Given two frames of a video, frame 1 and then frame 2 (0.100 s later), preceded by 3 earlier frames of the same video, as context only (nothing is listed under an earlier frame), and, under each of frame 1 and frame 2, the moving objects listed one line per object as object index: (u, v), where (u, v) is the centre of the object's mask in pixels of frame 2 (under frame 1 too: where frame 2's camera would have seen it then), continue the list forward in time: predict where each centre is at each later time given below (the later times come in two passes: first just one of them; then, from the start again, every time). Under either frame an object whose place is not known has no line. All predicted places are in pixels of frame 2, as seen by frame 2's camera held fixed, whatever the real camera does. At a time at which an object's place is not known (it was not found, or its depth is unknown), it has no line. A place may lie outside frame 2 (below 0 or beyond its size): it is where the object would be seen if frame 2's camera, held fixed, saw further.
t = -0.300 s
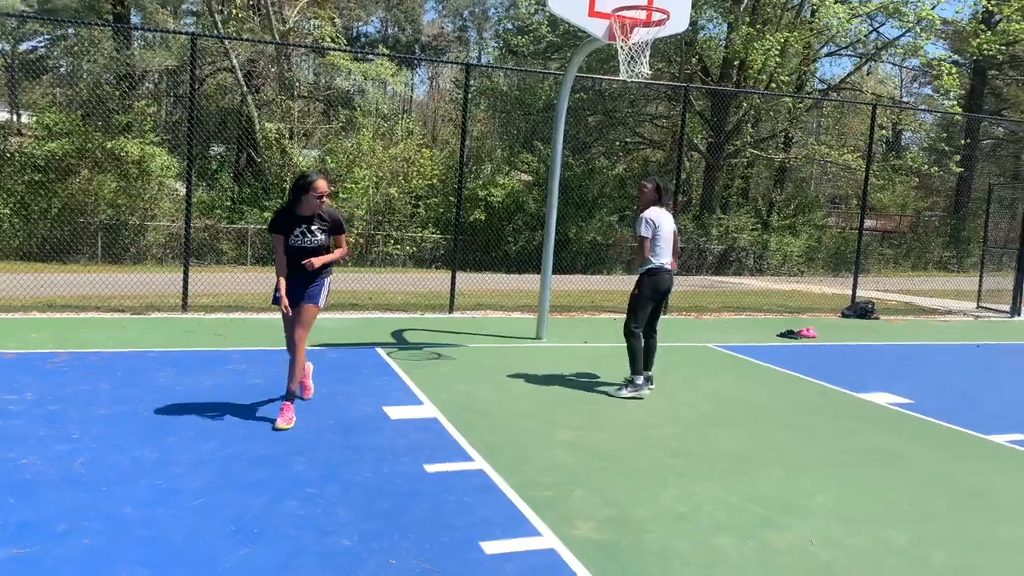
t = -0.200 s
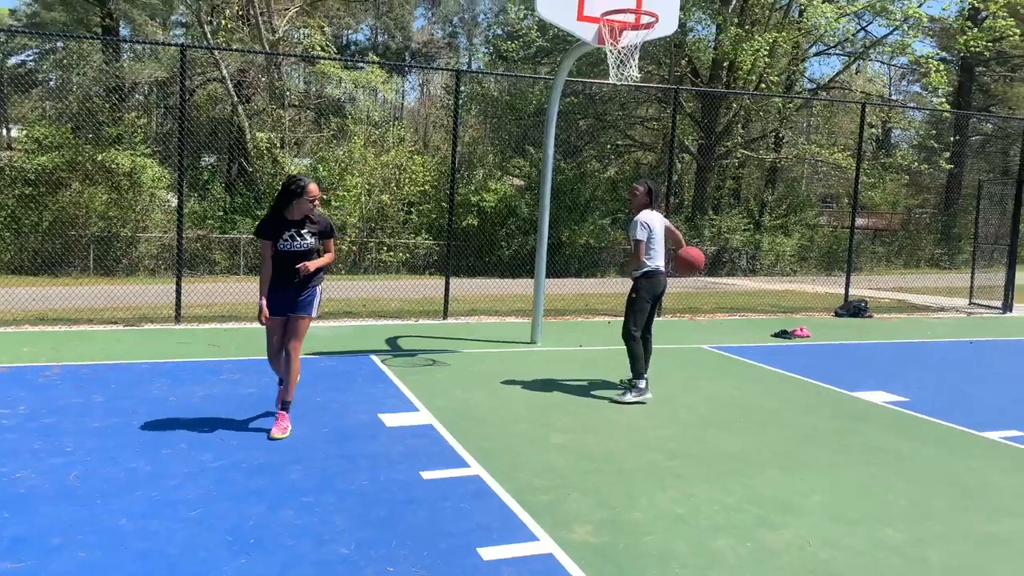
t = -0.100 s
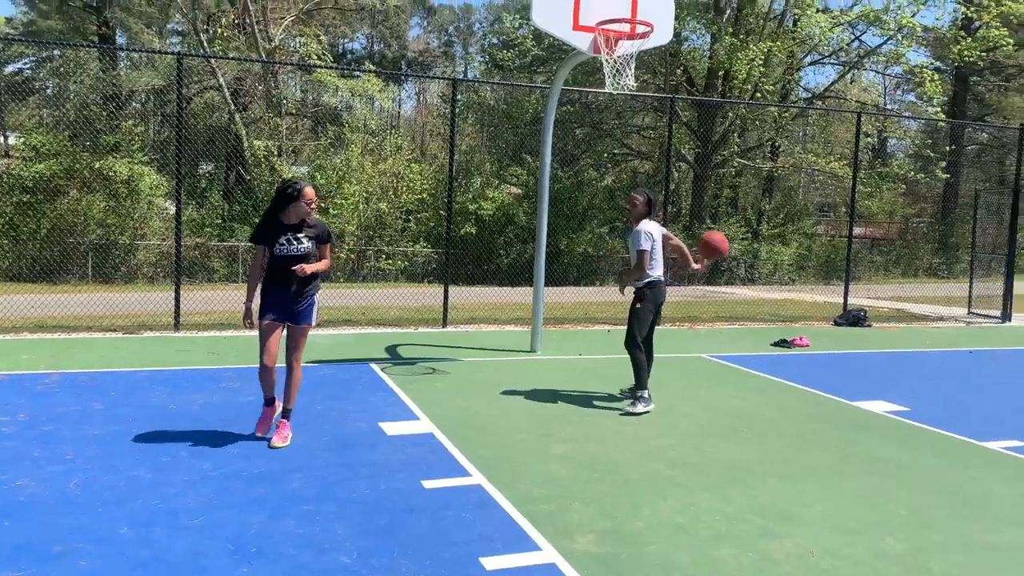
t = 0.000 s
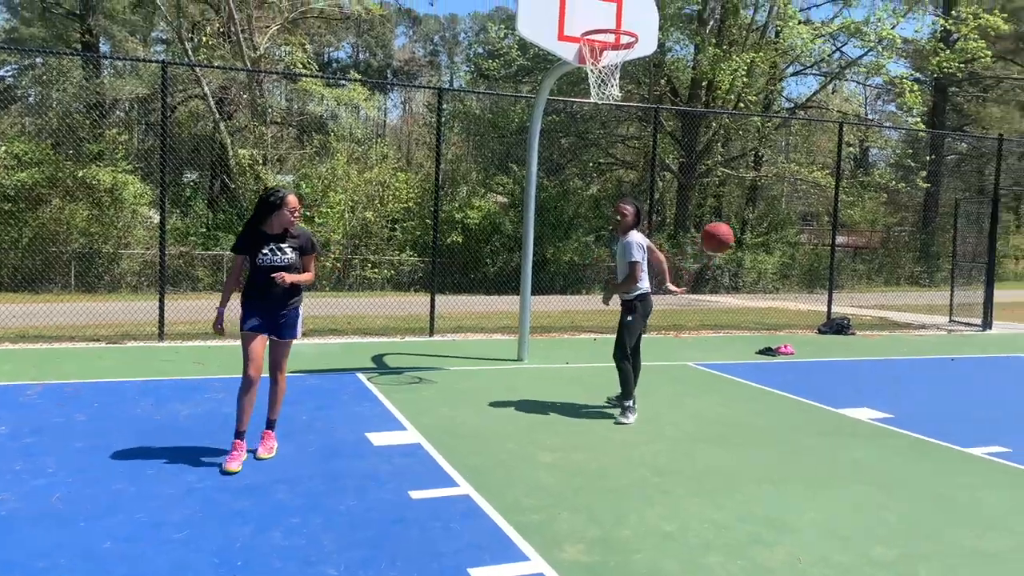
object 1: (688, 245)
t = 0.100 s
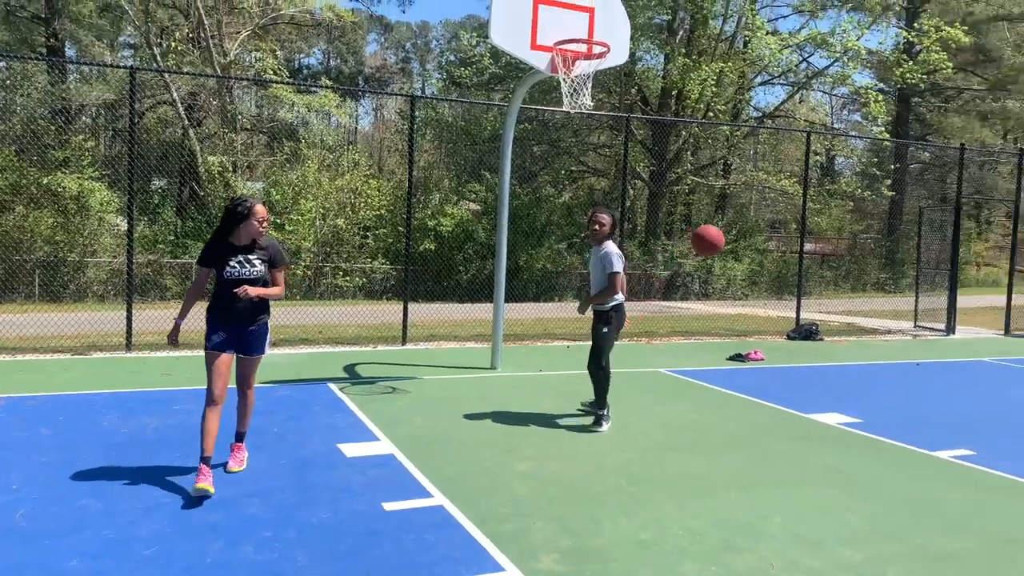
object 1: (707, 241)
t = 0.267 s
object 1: (743, 264)
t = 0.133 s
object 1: (714, 241)
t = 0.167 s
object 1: (721, 244)
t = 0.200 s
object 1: (729, 249)
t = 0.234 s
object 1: (736, 255)
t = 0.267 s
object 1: (743, 264)
